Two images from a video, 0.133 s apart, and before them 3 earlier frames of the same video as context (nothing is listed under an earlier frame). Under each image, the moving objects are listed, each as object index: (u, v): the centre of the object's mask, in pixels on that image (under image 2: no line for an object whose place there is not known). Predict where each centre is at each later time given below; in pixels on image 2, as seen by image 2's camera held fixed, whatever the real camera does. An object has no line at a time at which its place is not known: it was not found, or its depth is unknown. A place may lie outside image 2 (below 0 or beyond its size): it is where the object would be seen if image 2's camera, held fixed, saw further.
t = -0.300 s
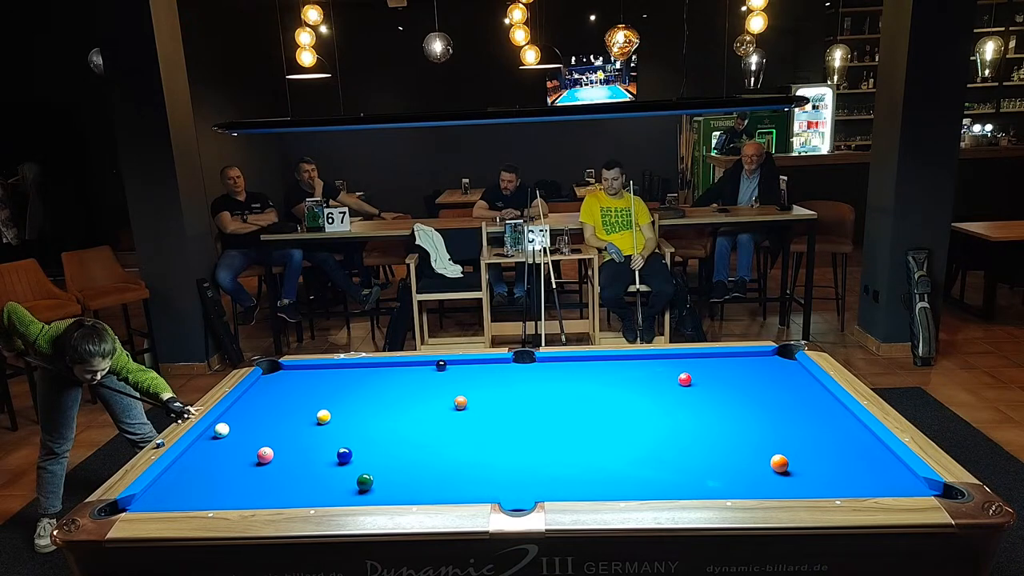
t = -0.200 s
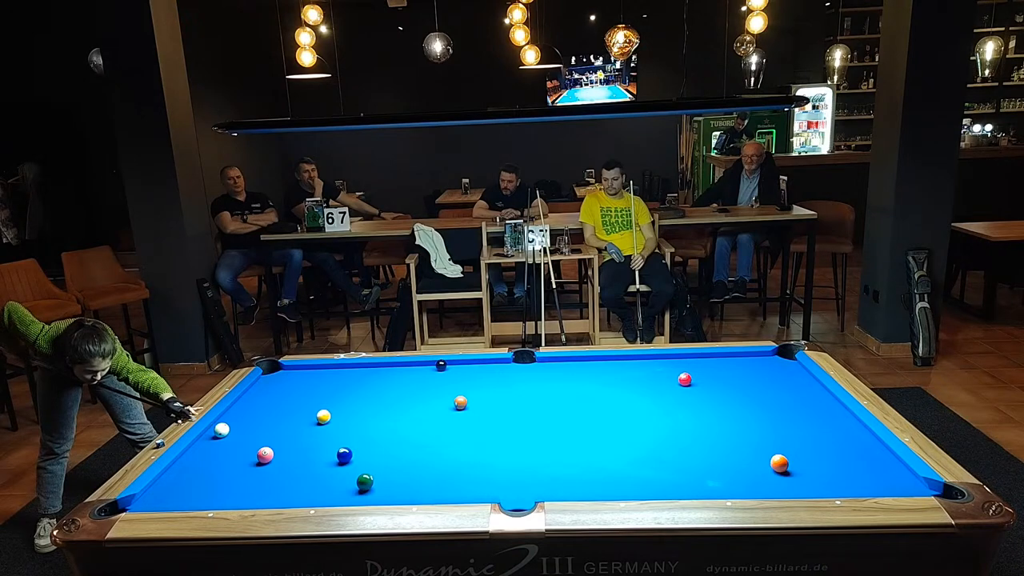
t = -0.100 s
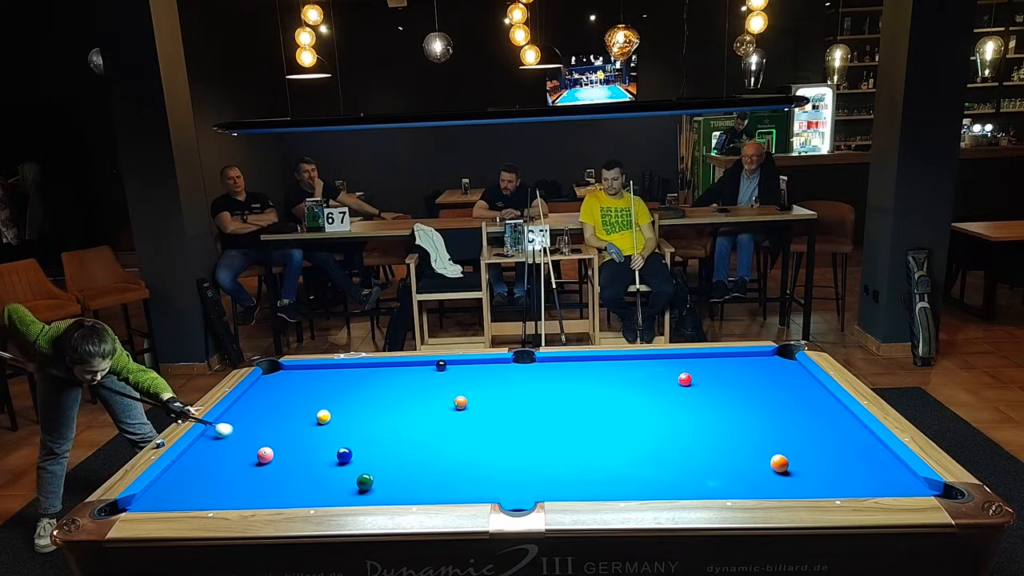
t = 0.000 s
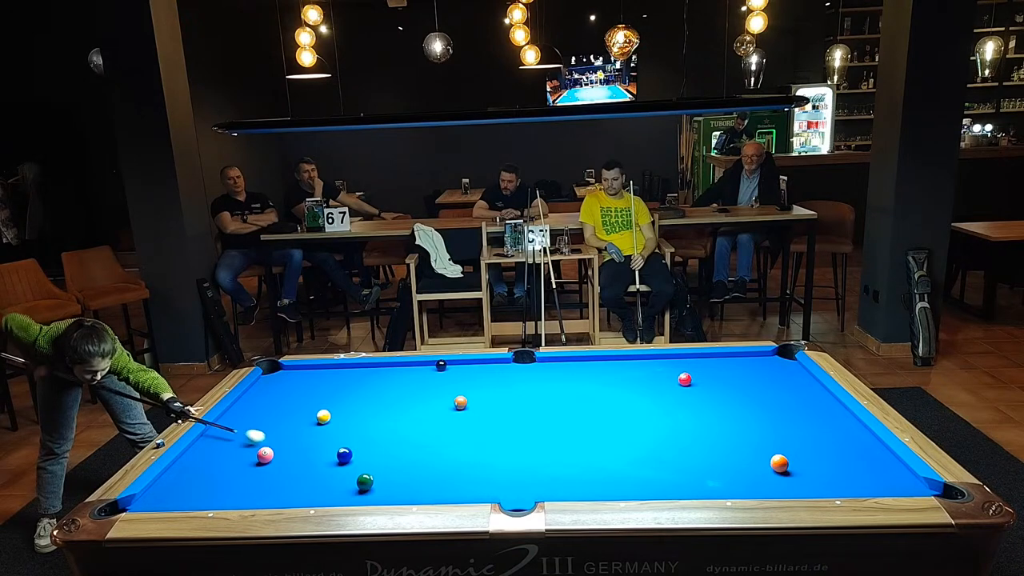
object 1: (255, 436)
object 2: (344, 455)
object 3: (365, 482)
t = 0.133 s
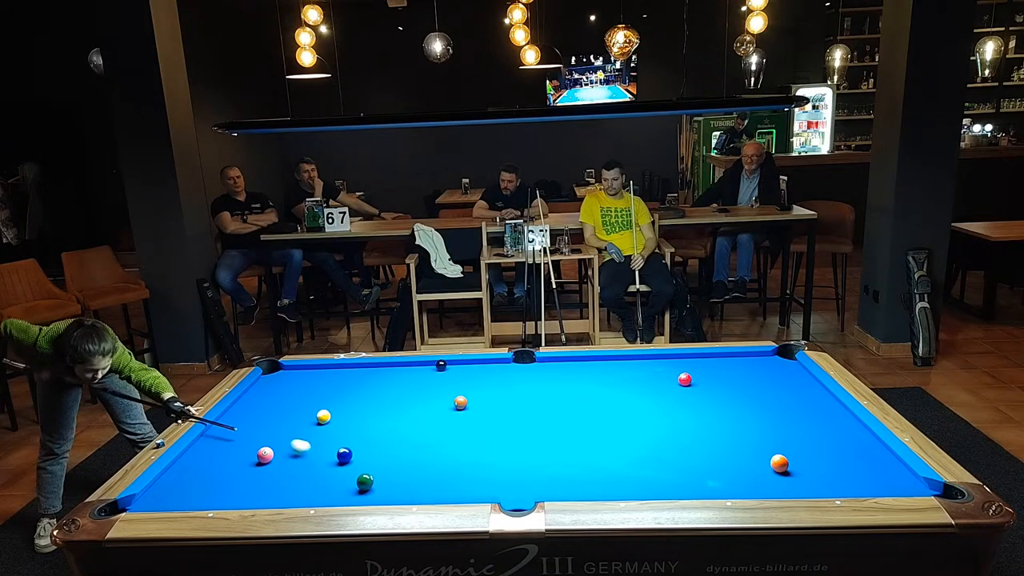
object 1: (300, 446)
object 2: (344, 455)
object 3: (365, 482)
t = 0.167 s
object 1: (312, 448)
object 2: (344, 455)
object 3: (365, 482)
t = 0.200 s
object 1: (323, 451)
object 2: (344, 455)
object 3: (365, 482)
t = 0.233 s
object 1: (329, 455)
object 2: (350, 456)
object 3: (365, 482)
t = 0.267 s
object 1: (328, 458)
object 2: (363, 456)
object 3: (365, 482)
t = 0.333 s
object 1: (328, 463)
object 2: (387, 456)
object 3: (365, 482)
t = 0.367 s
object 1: (329, 466)
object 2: (398, 457)
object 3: (365, 482)
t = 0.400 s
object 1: (331, 468)
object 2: (409, 457)
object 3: (365, 482)
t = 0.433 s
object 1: (332, 471)
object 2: (418, 457)
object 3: (365, 482)
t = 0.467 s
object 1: (334, 474)
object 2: (427, 458)
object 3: (365, 482)
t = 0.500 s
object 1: (336, 476)
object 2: (436, 458)
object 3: (365, 482)
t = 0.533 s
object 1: (338, 479)
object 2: (446, 458)
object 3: (365, 482)
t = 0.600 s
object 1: (342, 485)
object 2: (465, 459)
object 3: (365, 482)
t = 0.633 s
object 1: (344, 488)
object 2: (474, 459)
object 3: (365, 482)
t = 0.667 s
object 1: (346, 490)
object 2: (483, 460)
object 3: (365, 482)
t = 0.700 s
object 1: (348, 492)
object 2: (493, 459)
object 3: (365, 482)
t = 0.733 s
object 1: (350, 493)
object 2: (502, 460)
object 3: (365, 482)
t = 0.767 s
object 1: (352, 494)
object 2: (512, 460)
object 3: (365, 482)
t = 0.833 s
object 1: (357, 492)
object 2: (530, 461)
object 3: (366, 481)
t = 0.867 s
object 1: (359, 491)
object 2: (539, 461)
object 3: (366, 480)
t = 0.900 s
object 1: (361, 490)
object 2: (549, 462)
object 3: (366, 479)
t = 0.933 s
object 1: (362, 490)
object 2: (559, 462)
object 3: (366, 478)
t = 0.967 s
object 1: (364, 490)
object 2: (568, 463)
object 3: (367, 477)
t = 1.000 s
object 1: (365, 489)
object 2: (577, 463)
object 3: (367, 476)
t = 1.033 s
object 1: (366, 489)
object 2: (587, 463)
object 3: (367, 476)
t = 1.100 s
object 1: (369, 489)
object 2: (606, 464)
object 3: (368, 474)
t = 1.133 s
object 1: (370, 488)
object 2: (615, 464)
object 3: (369, 474)
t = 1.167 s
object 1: (372, 488)
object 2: (625, 464)
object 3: (369, 473)
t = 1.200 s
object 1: (373, 487)
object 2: (635, 465)
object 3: (369, 473)
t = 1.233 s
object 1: (374, 487)
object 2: (644, 465)
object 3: (370, 472)
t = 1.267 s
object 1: (375, 487)
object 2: (653, 465)
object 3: (370, 472)
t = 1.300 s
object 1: (376, 487)
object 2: (663, 466)
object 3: (370, 471)
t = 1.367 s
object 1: (378, 486)
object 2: (681, 466)
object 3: (371, 470)
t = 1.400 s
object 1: (379, 486)
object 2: (691, 466)
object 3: (372, 470)
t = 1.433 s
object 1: (380, 485)
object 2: (701, 467)
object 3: (372, 469)
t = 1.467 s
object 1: (381, 485)
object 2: (710, 467)
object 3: (373, 469)
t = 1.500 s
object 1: (382, 485)
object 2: (720, 467)
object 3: (373, 468)
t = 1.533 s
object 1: (383, 484)
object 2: (729, 467)
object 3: (373, 467)
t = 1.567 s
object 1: (384, 484)
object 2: (739, 468)
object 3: (374, 467)
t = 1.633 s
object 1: (385, 484)
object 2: (758, 469)
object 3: (374, 466)
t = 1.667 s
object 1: (386, 484)
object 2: (768, 470)
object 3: (375, 465)
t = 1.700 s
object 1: (387, 484)
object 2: (773, 472)
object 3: (375, 465)
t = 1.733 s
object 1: (388, 483)
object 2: (779, 473)
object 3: (375, 464)
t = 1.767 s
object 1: (388, 483)
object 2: (785, 475)
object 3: (376, 464)
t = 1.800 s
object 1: (389, 483)
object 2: (792, 477)
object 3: (376, 463)
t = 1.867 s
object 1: (390, 482)
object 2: (803, 480)
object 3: (377, 462)
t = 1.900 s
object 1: (391, 482)
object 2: (809, 481)
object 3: (377, 462)
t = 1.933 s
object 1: (391, 482)
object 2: (815, 483)
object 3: (377, 461)
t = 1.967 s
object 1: (392, 482)
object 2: (821, 484)
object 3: (378, 461)
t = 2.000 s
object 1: (392, 482)
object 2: (828, 485)
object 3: (378, 460)
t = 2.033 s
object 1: (392, 482)
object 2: (834, 486)
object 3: (379, 460)
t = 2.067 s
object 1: (393, 482)
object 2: (837, 485)
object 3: (379, 460)
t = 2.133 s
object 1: (394, 481)
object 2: (841, 484)
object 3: (380, 459)
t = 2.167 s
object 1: (394, 481)
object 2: (844, 484)
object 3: (380, 459)
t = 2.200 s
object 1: (394, 481)
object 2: (845, 483)
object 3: (380, 458)
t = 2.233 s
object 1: (394, 481)
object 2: (848, 482)
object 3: (380, 458)
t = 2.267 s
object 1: (395, 481)
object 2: (850, 481)
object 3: (381, 457)
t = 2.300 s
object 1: (395, 481)
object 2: (852, 481)
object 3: (381, 457)
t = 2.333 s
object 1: (395, 481)
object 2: (854, 481)
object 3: (381, 457)
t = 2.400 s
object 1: (395, 481)
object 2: (858, 479)
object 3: (381, 456)
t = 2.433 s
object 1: (395, 481)
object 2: (860, 478)
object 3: (382, 456)
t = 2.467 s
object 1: (396, 481)
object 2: (862, 477)
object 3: (381, 456)
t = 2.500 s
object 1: (396, 481)
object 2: (864, 476)
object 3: (382, 456)
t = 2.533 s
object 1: (396, 481)
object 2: (866, 475)
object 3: (382, 456)
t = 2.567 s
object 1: (396, 481)
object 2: (868, 474)
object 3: (382, 456)
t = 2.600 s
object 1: (396, 481)
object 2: (870, 474)
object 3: (382, 455)
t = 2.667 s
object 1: (396, 481)
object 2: (873, 472)
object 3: (382, 455)
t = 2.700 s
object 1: (396, 481)
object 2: (875, 471)
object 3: (382, 455)
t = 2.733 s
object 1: (396, 481)
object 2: (877, 470)
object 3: (382, 455)
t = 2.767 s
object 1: (396, 481)
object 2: (878, 470)
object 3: (382, 455)
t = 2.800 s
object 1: (396, 481)
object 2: (880, 469)
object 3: (382, 455)
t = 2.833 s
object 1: (396, 481)
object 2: (882, 468)
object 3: (382, 455)
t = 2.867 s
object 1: (396, 481)
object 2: (883, 467)
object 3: (382, 455)
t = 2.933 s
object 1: (396, 481)
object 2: (886, 466)
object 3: (382, 455)
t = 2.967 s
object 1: (396, 481)
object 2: (888, 464)
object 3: (382, 454)
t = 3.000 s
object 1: (396, 481)
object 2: (889, 463)
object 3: (382, 454)
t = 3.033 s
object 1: (396, 481)
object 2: (891, 463)
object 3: (382, 454)
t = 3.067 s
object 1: (396, 481)
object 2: (892, 462)
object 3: (382, 454)
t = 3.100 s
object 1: (396, 481)
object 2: (894, 462)
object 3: (382, 454)
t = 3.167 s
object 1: (396, 481)
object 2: (892, 461)
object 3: (382, 454)
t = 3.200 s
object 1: (396, 481)
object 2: (890, 460)
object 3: (382, 454)
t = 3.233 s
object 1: (396, 481)
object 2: (889, 460)
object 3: (382, 454)
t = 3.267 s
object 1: (396, 481)
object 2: (887, 459)
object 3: (382, 454)
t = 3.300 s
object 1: (396, 481)
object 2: (885, 459)
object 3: (382, 454)
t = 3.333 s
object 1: (396, 481)
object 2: (884, 458)
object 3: (382, 454)
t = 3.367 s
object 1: (396, 481)
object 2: (882, 458)
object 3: (382, 454)
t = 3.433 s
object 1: (396, 481)
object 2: (879, 457)
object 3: (382, 454)
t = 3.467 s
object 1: (396, 481)
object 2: (878, 457)
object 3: (382, 454)
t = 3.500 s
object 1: (396, 481)
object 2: (876, 456)
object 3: (382, 454)
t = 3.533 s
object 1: (396, 481)
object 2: (875, 456)
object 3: (382, 454)
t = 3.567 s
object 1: (396, 481)
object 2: (874, 456)
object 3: (382, 454)
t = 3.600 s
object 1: (396, 481)
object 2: (873, 456)
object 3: (382, 454)
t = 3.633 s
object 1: (396, 481)
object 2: (871, 455)
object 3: (382, 454)
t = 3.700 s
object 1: (396, 481)
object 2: (869, 455)
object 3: (382, 454)
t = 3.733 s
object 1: (396, 481)
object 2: (868, 454)
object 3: (382, 454)
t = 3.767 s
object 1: (396, 481)
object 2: (867, 454)
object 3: (382, 454)
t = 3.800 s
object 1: (396, 481)
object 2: (866, 454)
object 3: (382, 454)
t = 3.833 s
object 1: (396, 481)
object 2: (865, 453)
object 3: (382, 454)
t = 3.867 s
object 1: (396, 481)
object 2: (864, 453)
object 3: (382, 454)
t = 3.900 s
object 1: (396, 481)
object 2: (863, 453)
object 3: (382, 454)
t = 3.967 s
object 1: (396, 481)
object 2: (861, 452)
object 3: (382, 455)
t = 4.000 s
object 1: (396, 481)
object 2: (860, 452)
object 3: (382, 455)
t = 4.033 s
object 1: (396, 481)
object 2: (859, 451)
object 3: (382, 455)
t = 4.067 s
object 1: (396, 481)
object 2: (858, 451)
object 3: (382, 455)
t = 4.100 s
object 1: (396, 481)
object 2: (857, 451)
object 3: (382, 455)
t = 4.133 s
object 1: (396, 481)
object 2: (856, 451)
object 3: (382, 455)
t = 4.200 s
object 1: (396, 481)
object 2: (855, 450)
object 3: (382, 455)
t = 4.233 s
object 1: (396, 481)
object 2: (854, 450)
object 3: (382, 455)
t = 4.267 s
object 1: (396, 481)
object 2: (853, 450)
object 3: (382, 455)
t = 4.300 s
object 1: (396, 481)
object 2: (852, 450)
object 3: (382, 455)
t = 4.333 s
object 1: (396, 481)
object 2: (852, 449)
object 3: (382, 455)
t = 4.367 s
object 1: (396, 481)
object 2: (851, 449)
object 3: (382, 454)
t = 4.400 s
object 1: (396, 481)
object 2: (851, 449)
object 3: (382, 455)
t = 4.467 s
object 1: (396, 481)
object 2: (849, 449)
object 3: (382, 455)
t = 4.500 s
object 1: (396, 481)
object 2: (849, 449)
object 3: (382, 455)
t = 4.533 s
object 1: (396, 481)
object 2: (848, 448)
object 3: (382, 455)
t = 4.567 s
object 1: (396, 481)
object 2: (847, 448)
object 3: (382, 455)
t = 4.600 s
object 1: (396, 481)
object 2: (847, 448)
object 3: (382, 455)
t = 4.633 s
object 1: (396, 481)
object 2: (846, 448)
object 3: (382, 455)
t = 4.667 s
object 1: (396, 481)
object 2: (846, 448)
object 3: (382, 455)
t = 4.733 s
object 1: (396, 481)
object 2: (845, 448)
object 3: (382, 454)
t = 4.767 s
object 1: (396, 481)
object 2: (845, 447)
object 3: (382, 454)
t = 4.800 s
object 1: (396, 481)
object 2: (845, 447)
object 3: (382, 455)
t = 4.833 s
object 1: (396, 481)
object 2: (844, 447)
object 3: (382, 454)
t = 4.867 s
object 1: (396, 481)
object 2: (844, 447)
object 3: (382, 455)
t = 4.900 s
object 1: (396, 481)
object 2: (844, 447)
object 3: (382, 455)
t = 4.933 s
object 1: (396, 481)
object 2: (844, 447)
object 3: (382, 455)
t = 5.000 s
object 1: (396, 481)
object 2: (843, 447)
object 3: (382, 455)
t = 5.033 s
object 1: (396, 481)
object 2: (843, 447)
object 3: (382, 455)
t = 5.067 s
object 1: (396, 481)
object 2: (842, 446)
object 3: (382, 455)
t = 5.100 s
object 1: (396, 481)
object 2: (842, 446)
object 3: (382, 455)
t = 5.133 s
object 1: (396, 481)
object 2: (842, 446)
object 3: (382, 455)
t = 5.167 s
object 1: (396, 481)
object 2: (842, 446)
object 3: (382, 455)
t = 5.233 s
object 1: (396, 481)
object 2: (842, 446)
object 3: (382, 454)
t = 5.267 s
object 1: (396, 481)
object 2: (842, 446)
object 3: (382, 455)
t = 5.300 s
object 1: (396, 481)
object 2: (842, 446)
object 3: (382, 455)
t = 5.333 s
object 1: (396, 481)
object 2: (841, 446)
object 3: (382, 455)
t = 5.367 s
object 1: (396, 481)
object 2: (841, 446)
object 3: (382, 455)
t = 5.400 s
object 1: (396, 481)
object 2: (841, 446)
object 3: (382, 455)
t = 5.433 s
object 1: (396, 481)
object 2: (841, 446)
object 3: (382, 454)
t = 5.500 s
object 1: (396, 481)
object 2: (842, 446)
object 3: (382, 455)
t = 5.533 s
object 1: (396, 481)
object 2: (842, 446)
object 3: (382, 455)
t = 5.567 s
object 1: (396, 481)
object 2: (842, 446)
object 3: (382, 455)
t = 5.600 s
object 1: (396, 481)
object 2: (841, 446)
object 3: (382, 455)
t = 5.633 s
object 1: (396, 481)
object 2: (842, 446)
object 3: (382, 454)
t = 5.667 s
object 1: (396, 481)
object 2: (842, 446)
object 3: (382, 454)
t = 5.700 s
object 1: (396, 481)
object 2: (842, 446)
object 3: (382, 455)
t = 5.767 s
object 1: (396, 481)
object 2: (842, 446)
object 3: (382, 455)
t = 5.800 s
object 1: (396, 481)
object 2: (842, 446)
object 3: (382, 455)
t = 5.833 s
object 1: (396, 481)
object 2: (842, 446)
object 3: (382, 454)
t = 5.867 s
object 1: (396, 481)
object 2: (842, 446)
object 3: (382, 454)
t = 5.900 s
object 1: (396, 481)
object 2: (842, 446)
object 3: (382, 454)
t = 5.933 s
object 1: (396, 481)
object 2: (842, 446)
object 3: (382, 455)
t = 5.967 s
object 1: (396, 481)
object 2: (842, 446)
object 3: (382, 454)
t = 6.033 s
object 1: (396, 481)
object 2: (842, 446)
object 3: (382, 454)
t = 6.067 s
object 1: (396, 481)
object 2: (841, 446)
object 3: (382, 454)
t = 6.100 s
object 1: (396, 481)
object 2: (842, 446)
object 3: (382, 455)
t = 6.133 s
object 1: (396, 481)
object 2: (842, 446)
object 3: (382, 454)
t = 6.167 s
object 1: (396, 481)
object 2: (842, 446)
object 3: (382, 454)
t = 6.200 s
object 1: (396, 481)
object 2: (842, 446)
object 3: (382, 454)
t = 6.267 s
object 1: (396, 481)
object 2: (841, 446)
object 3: (382, 455)
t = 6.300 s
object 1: (396, 481)
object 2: (841, 446)
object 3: (382, 455)
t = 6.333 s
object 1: (396, 481)
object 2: (841, 446)
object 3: (382, 455)
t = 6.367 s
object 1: (396, 481)
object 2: (841, 446)
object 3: (382, 454)
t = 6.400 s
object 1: (396, 481)
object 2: (841, 446)
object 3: (382, 454)
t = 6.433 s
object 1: (396, 481)
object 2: (841, 446)
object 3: (382, 454)
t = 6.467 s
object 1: (396, 481)
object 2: (841, 446)
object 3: (382, 454)
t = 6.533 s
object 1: (396, 481)
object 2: (841, 446)
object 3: (382, 454)
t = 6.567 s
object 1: (396, 481)
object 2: (841, 446)
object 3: (382, 454)
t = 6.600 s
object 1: (396, 481)
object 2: (841, 446)
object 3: (382, 454)
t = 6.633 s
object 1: (396, 481)
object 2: (841, 446)
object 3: (382, 454)
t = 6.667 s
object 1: (396, 481)
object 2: (841, 446)
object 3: (382, 454)
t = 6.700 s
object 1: (396, 481)
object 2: (841, 446)
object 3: (382, 454)
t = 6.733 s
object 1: (396, 481)
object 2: (841, 446)
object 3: (382, 454)
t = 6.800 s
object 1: (396, 481)
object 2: (841, 446)
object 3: (382, 454)
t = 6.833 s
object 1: (396, 481)
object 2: (841, 446)
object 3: (382, 454)
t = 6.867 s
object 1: (396, 481)
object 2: (841, 446)
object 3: (382, 454)
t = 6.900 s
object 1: (396, 481)
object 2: (841, 446)
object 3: (382, 454)
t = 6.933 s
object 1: (396, 481)
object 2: (841, 446)
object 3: (382, 454)
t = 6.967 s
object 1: (396, 481)
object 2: (841, 446)
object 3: (382, 454)
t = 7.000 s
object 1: (396, 481)
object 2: (841, 446)
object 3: (382, 454)
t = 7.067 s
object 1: (396, 481)
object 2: (841, 446)
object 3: (382, 454)
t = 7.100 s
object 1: (396, 481)
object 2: (841, 446)
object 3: (382, 454)
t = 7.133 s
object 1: (396, 481)
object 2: (841, 446)
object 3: (382, 454)
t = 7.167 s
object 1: (396, 481)
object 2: (841, 446)
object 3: (382, 454)
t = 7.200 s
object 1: (396, 481)
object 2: (841, 446)
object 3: (382, 454)
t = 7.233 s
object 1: (396, 481)
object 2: (841, 446)
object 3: (382, 454)
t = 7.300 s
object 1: (396, 481)
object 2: (841, 446)
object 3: (382, 454)
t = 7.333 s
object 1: (396, 481)
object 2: (841, 446)
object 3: (382, 454)
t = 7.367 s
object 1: (396, 481)
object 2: (841, 446)
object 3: (382, 454)
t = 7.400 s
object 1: (396, 481)
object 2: (841, 446)
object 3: (382, 454)
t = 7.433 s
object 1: (396, 481)
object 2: (841, 446)
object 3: (382, 454)
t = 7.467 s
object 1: (396, 481)
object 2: (841, 446)
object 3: (382, 454)
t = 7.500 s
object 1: (396, 481)
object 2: (841, 446)
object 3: (382, 454)
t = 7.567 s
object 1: (396, 481)
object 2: (841, 446)
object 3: (382, 454)
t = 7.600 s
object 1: (396, 481)
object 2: (841, 446)
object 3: (382, 454)
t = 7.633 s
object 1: (396, 481)
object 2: (841, 446)
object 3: (382, 454)
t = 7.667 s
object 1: (396, 481)
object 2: (841, 446)
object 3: (383, 454)
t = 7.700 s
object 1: (396, 481)
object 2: (841, 446)
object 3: (382, 454)
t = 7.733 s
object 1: (396, 481)
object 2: (841, 446)
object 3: (382, 454)
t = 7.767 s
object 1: (396, 481)
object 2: (841, 446)
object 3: (382, 454)
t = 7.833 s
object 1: (396, 481)
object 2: (841, 446)
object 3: (382, 454)
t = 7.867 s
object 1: (396, 481)
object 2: (841, 446)
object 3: (382, 454)
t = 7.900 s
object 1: (396, 481)
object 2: (841, 446)
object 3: (382, 454)
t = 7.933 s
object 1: (396, 481)
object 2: (841, 446)
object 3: (382, 454)
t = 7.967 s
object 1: (396, 481)
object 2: (841, 446)
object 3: (382, 454)
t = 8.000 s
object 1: (396, 481)
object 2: (841, 446)
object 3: (382, 454)
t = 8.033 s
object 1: (396, 481)
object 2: (841, 446)
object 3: (382, 454)
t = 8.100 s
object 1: (396, 481)
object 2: (841, 446)
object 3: (382, 454)
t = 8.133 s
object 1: (396, 481)
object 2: (841, 446)
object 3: (382, 454)
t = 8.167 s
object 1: (396, 481)
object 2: (841, 446)
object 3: (382, 454)
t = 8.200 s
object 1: (396, 481)
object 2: (841, 446)
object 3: (382, 454)
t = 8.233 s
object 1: (396, 481)
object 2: (841, 446)
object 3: (382, 454)
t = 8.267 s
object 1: (396, 481)
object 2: (841, 446)
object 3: (382, 454)
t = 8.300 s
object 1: (396, 481)
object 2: (841, 446)
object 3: (382, 454)
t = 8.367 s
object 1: (396, 481)
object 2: (841, 446)
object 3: (382, 454)
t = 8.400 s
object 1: (396, 481)
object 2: (841, 446)
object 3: (382, 454)
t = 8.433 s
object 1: (396, 481)
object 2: (841, 446)
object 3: (382, 454)
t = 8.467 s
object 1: (396, 481)
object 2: (841, 446)
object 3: (382, 454)
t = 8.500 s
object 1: (396, 481)
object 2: (841, 446)
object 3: (382, 454)
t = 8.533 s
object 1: (396, 481)
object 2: (841, 446)
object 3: (382, 454)
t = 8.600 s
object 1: (396, 481)
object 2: (841, 446)
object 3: (382, 454)
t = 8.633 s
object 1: (396, 481)
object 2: (841, 446)
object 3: (382, 454)
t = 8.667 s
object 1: (396, 481)
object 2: (841, 446)
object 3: (382, 454)
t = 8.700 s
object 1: (396, 481)
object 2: (841, 446)
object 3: (382, 454)
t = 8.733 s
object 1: (396, 481)
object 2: (841, 446)
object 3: (382, 454)
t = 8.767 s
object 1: (396, 481)
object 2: (841, 446)
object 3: (382, 454)
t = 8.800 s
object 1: (396, 481)
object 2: (841, 446)
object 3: (382, 454)
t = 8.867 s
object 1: (396, 481)
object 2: (841, 446)
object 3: (382, 454)
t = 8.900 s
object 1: (396, 481)
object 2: (841, 446)
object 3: (382, 454)
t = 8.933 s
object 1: (396, 481)
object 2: (841, 446)
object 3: (382, 454)
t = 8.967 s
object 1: (396, 481)
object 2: (841, 446)
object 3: (382, 454)
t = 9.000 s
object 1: (396, 481)
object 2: (841, 446)
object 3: (382, 454)
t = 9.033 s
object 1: (396, 481)
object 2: (841, 446)
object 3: (382, 454)
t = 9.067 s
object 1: (396, 481)
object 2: (841, 446)
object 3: (382, 454)
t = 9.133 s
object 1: (396, 481)
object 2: (841, 446)
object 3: (382, 454)
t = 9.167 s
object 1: (396, 481)
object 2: (841, 446)
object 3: (382, 454)
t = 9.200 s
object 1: (396, 481)
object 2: (841, 446)
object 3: (382, 454)
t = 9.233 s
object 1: (396, 481)
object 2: (841, 446)
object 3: (382, 454)
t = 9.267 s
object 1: (396, 481)
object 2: (841, 446)
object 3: (382, 454)
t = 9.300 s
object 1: (396, 481)
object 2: (841, 446)
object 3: (382, 454)
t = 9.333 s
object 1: (396, 481)
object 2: (841, 446)
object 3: (382, 454)
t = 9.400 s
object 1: (396, 481)
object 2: (841, 446)
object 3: (382, 454)
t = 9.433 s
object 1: (396, 481)
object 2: (841, 446)
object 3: (382, 454)
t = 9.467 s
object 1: (396, 481)
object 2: (841, 446)
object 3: (382, 454)
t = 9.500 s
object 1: (396, 481)
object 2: (841, 446)
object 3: (382, 454)
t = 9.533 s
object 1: (396, 481)
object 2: (841, 446)
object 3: (382, 454)
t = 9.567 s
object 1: (396, 481)
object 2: (841, 446)
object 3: (382, 454)
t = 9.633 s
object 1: (396, 481)
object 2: (841, 446)
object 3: (382, 454)
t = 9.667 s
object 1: (396, 481)
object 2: (841, 446)
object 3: (382, 454)
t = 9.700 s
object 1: (396, 481)
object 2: (841, 446)
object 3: (382, 454)
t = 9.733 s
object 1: (396, 481)
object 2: (841, 446)
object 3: (382, 454)
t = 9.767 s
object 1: (396, 481)
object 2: (841, 446)
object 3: (382, 454)
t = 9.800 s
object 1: (396, 481)
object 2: (841, 446)
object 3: (382, 454)
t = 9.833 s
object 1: (396, 481)
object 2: (841, 446)
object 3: (382, 454)
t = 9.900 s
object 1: (396, 481)
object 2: (841, 446)
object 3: (382, 454)
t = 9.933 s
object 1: (396, 481)
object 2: (841, 446)
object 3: (382, 454)
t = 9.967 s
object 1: (396, 481)
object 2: (841, 446)
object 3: (382, 454)
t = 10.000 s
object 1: (396, 481)
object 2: (841, 446)
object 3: (382, 454)
